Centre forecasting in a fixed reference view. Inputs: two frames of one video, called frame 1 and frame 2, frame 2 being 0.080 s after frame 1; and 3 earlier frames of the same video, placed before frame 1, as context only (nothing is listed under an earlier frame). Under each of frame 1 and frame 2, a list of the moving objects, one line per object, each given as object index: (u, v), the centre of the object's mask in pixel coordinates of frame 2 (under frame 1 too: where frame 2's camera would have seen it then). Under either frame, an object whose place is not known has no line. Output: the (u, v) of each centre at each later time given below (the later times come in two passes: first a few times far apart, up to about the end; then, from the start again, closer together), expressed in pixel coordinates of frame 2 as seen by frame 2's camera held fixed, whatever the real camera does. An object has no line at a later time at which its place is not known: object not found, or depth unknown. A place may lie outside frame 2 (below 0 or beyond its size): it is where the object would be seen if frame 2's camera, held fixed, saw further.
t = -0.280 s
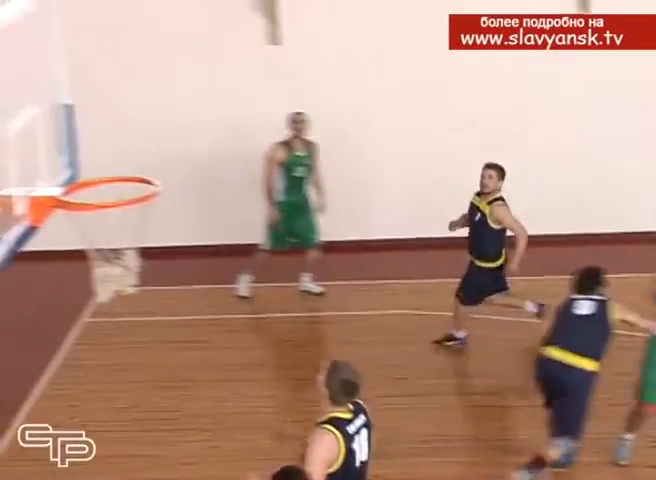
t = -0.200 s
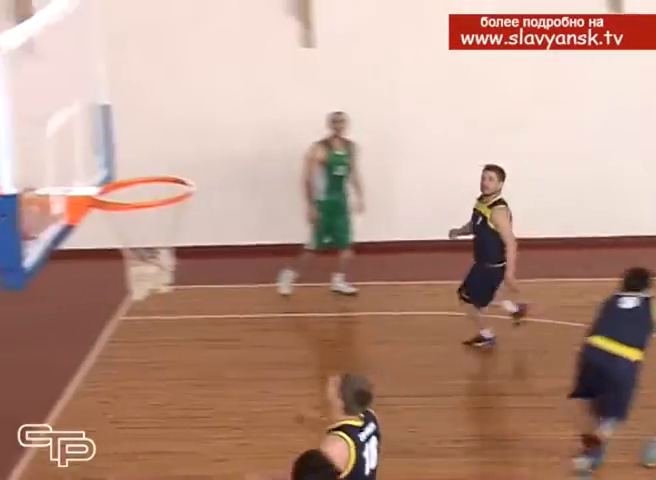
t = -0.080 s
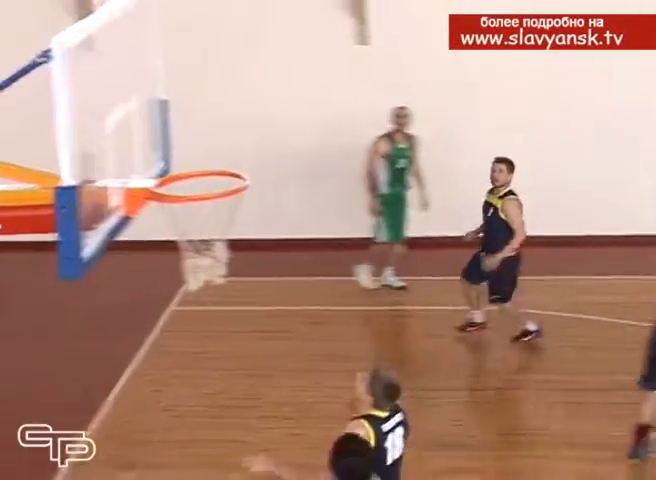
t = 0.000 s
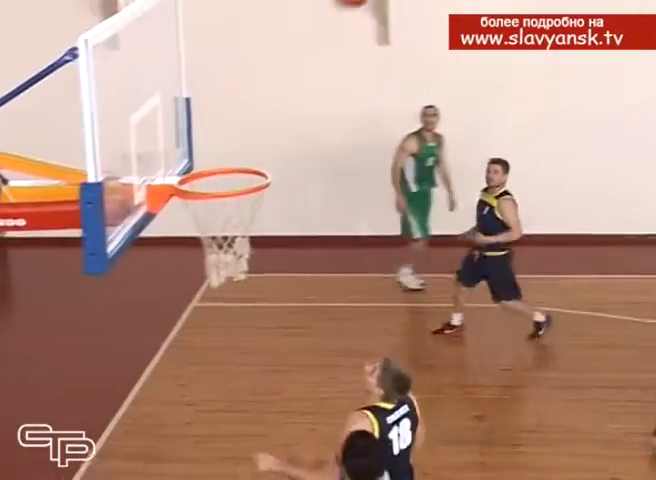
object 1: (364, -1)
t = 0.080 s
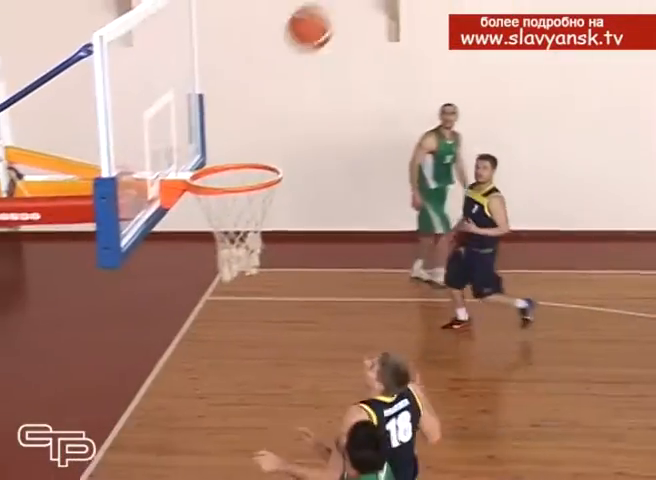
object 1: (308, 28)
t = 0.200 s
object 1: (228, 116)
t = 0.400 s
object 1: (206, 79)
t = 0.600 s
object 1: (223, 41)
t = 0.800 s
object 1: (248, 85)
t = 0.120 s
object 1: (281, 56)
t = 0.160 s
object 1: (255, 84)
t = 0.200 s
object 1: (228, 116)
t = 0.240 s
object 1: (200, 152)
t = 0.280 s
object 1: (199, 137)
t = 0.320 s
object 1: (201, 115)
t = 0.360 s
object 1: (203, 95)
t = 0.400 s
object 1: (206, 79)
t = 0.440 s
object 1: (209, 66)
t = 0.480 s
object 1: (212, 54)
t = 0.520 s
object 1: (216, 45)
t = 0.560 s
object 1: (220, 41)
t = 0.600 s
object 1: (223, 41)
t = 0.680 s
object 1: (232, 48)
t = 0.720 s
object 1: (237, 55)
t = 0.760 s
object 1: (242, 69)
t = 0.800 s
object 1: (248, 85)
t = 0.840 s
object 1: (254, 104)
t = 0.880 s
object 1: (261, 126)
